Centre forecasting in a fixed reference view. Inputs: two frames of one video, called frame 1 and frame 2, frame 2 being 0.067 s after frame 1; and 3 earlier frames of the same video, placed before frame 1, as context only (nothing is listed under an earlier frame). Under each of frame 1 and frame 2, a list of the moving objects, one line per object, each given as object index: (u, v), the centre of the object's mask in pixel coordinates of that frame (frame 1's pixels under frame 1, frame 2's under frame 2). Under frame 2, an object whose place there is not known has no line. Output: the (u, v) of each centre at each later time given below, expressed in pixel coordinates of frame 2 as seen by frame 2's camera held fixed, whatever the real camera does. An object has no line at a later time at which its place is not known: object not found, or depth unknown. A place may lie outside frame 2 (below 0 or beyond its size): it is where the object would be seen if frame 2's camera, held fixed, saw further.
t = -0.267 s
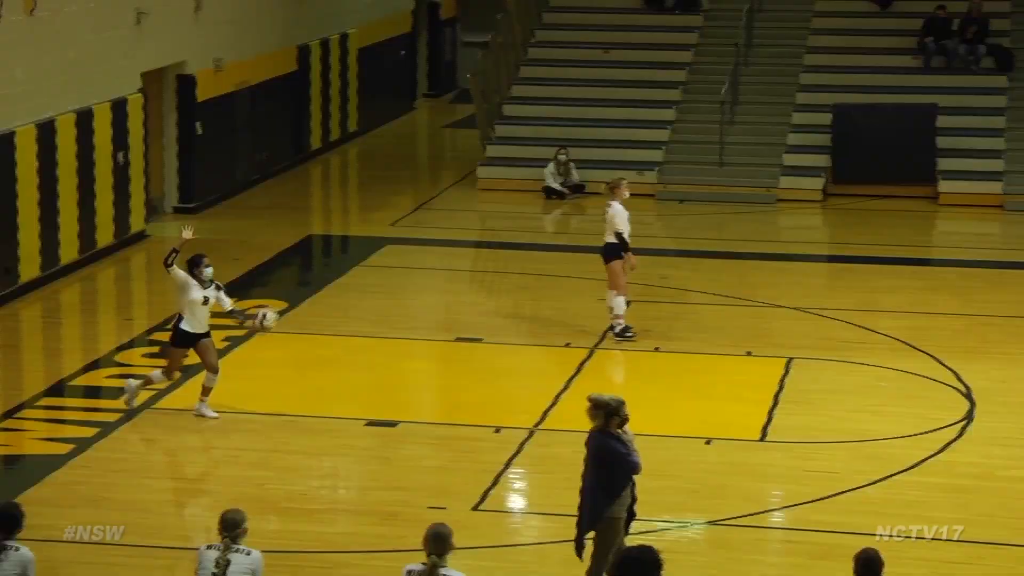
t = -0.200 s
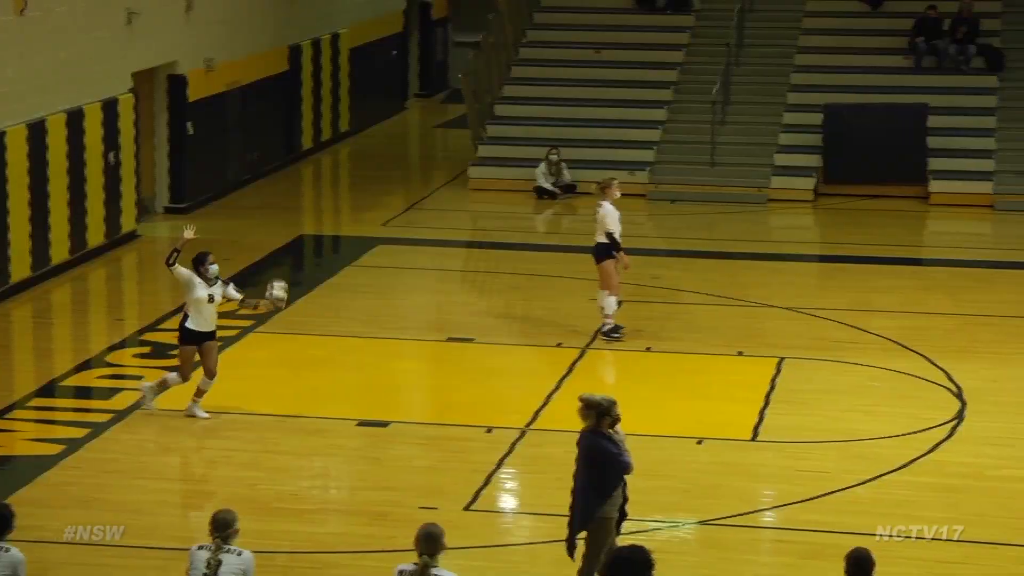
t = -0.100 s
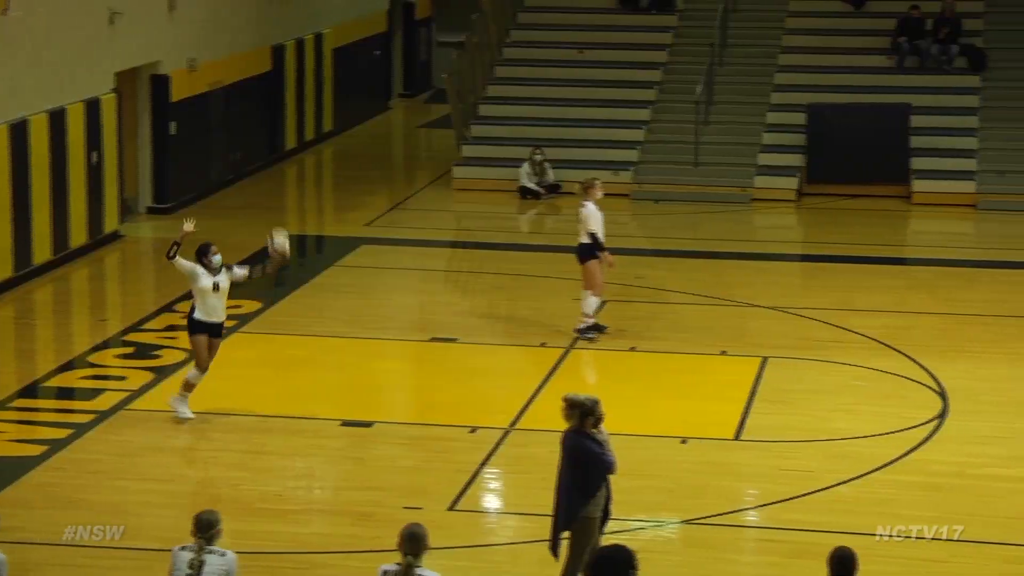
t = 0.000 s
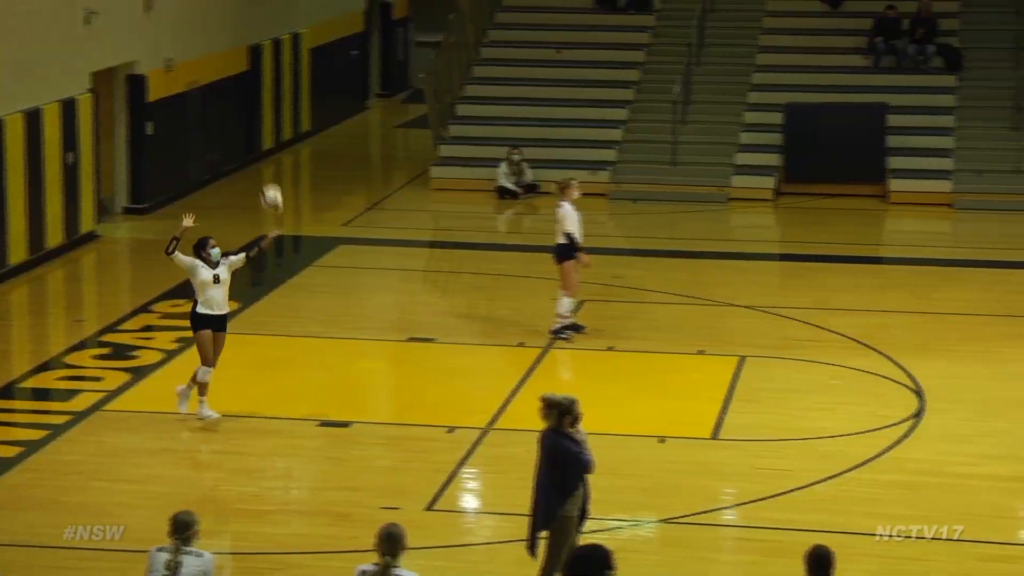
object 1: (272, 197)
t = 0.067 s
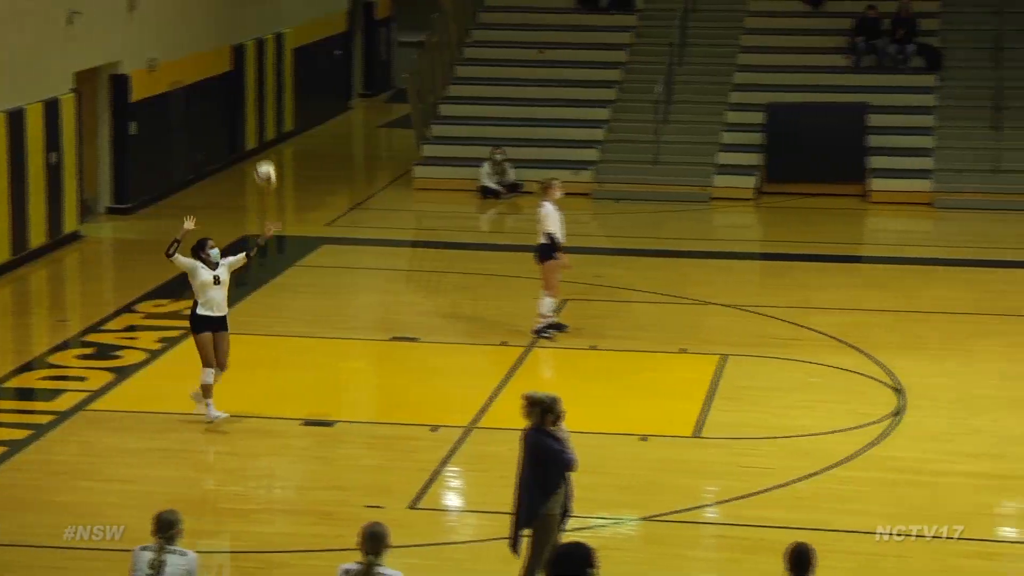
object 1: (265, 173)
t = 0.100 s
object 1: (271, 163)
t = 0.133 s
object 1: (276, 153)
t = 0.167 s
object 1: (281, 146)
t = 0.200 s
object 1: (287, 140)
